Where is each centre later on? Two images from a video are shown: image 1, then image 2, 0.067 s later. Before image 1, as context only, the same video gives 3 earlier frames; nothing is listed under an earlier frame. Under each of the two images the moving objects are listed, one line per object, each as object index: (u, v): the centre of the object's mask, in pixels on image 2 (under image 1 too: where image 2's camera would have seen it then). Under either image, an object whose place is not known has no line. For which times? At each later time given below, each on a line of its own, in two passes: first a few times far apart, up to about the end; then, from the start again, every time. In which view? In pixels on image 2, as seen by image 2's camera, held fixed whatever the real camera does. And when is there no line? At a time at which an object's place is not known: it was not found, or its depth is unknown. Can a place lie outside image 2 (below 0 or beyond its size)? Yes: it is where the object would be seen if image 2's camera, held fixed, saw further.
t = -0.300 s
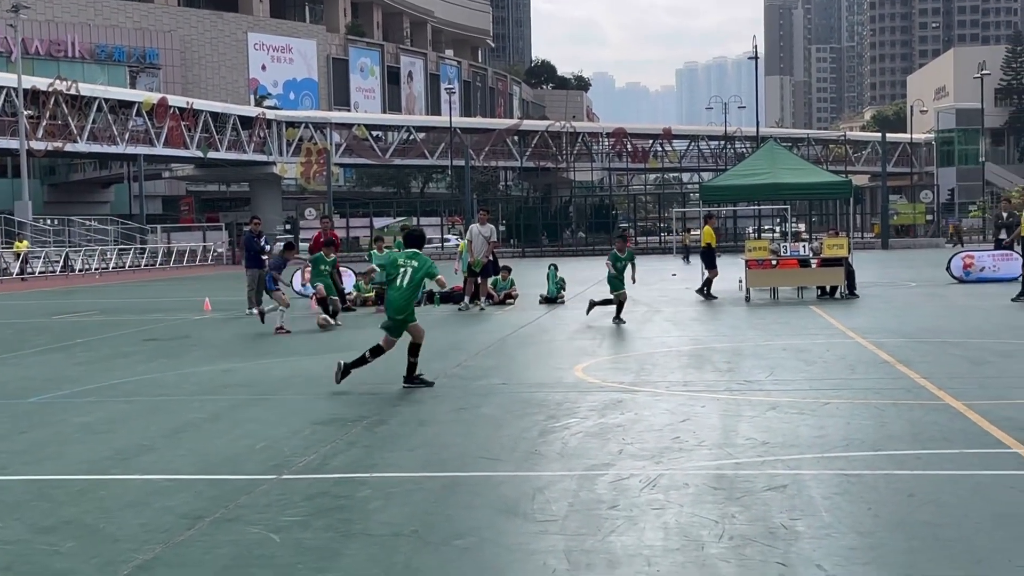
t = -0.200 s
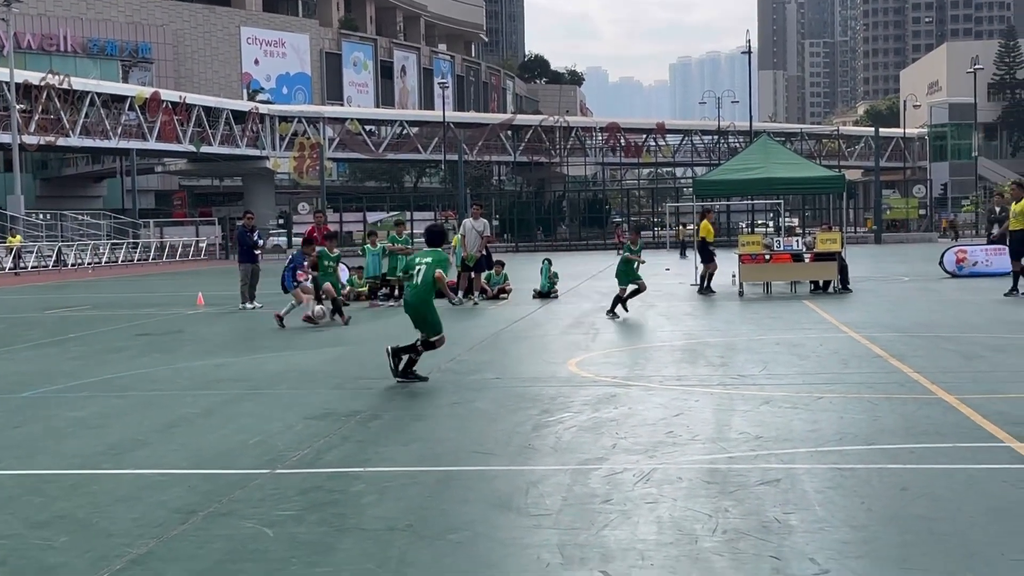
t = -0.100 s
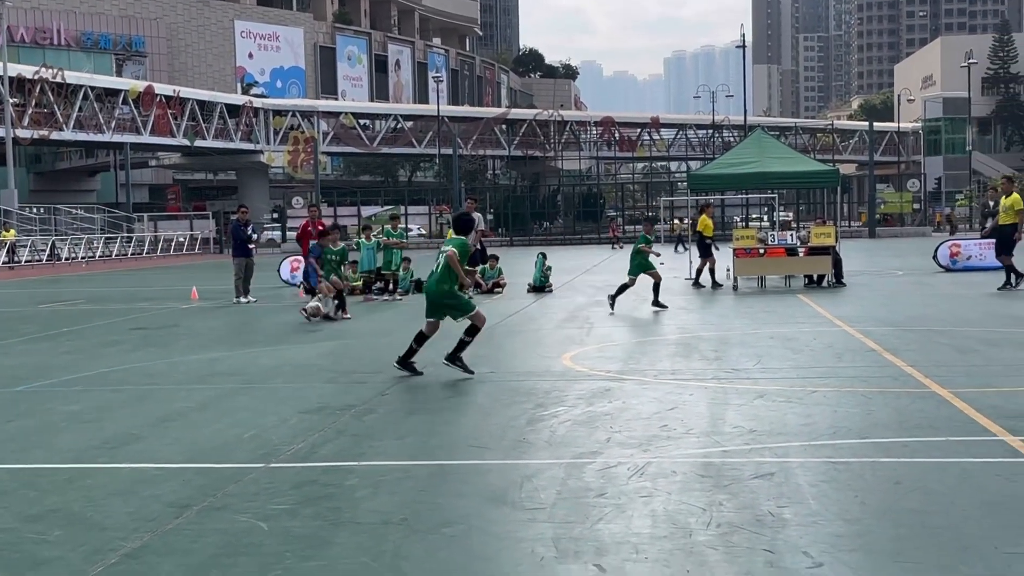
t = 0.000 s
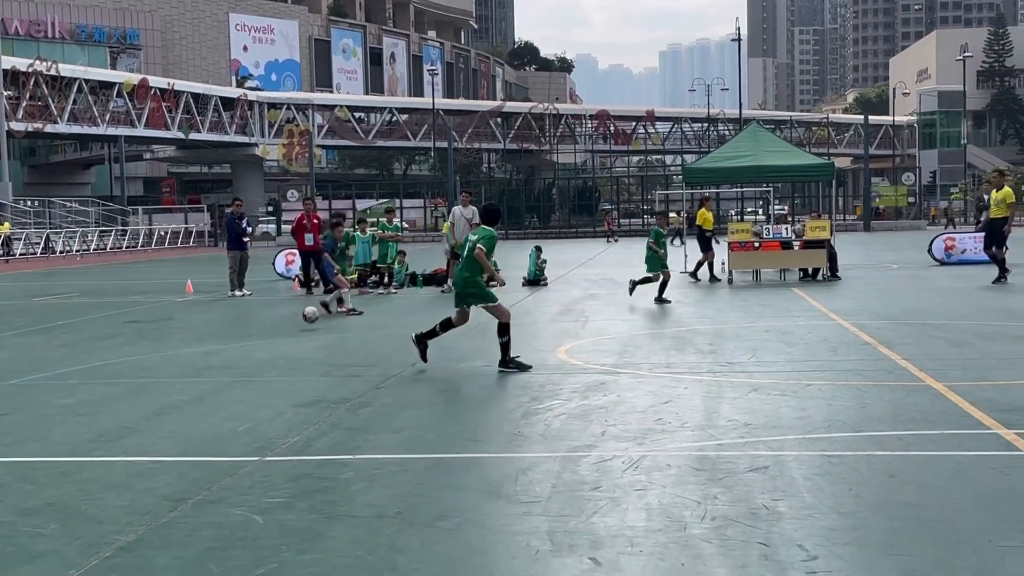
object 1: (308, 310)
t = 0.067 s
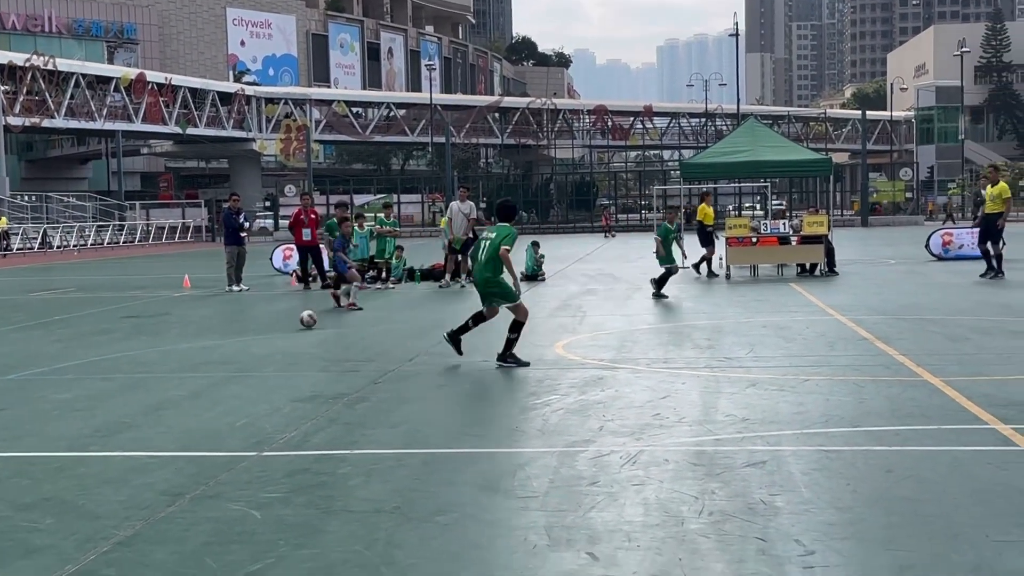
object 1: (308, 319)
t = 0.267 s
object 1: (306, 331)
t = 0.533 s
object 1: (305, 344)
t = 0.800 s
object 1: (301, 360)
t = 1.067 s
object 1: (295, 382)
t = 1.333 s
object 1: (285, 408)
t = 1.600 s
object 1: (273, 443)
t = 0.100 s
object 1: (308, 319)
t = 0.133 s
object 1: (307, 319)
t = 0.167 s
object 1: (308, 320)
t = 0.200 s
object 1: (307, 323)
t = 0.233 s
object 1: (307, 327)
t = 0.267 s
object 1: (306, 331)
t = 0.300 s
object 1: (306, 331)
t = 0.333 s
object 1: (306, 331)
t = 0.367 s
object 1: (306, 333)
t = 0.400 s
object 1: (306, 336)
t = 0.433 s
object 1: (306, 339)
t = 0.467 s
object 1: (306, 340)
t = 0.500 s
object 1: (305, 342)
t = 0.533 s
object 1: (305, 344)
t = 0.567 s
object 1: (305, 345)
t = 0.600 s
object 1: (305, 347)
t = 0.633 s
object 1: (304, 350)
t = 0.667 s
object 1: (303, 351)
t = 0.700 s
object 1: (303, 353)
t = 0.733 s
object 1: (303, 356)
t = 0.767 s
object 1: (302, 358)
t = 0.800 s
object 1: (301, 360)
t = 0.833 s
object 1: (300, 364)
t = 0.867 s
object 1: (300, 366)
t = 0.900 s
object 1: (299, 368)
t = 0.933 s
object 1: (298, 370)
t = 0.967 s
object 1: (298, 374)
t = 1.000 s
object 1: (297, 375)
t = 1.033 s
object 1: (296, 377)
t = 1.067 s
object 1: (295, 382)
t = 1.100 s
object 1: (294, 384)
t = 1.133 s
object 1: (293, 386)
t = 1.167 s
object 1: (292, 390)
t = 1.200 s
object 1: (291, 394)
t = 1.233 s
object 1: (290, 396)
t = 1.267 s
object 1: (288, 400)
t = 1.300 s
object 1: (287, 405)
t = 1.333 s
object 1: (285, 408)
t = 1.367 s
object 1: (284, 413)
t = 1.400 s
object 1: (282, 416)
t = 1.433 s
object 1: (281, 420)
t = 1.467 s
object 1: (280, 426)
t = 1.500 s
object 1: (278, 429)
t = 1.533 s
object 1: (276, 435)
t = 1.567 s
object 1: (275, 440)
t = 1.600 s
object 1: (273, 443)
